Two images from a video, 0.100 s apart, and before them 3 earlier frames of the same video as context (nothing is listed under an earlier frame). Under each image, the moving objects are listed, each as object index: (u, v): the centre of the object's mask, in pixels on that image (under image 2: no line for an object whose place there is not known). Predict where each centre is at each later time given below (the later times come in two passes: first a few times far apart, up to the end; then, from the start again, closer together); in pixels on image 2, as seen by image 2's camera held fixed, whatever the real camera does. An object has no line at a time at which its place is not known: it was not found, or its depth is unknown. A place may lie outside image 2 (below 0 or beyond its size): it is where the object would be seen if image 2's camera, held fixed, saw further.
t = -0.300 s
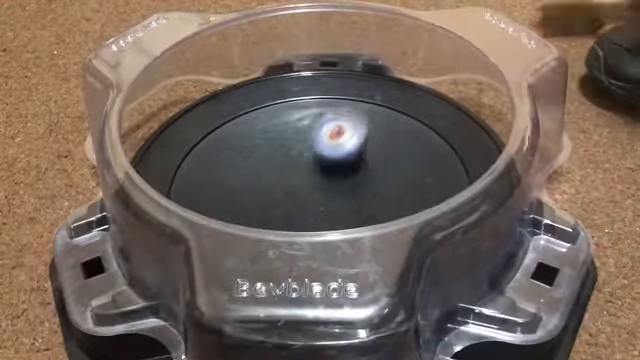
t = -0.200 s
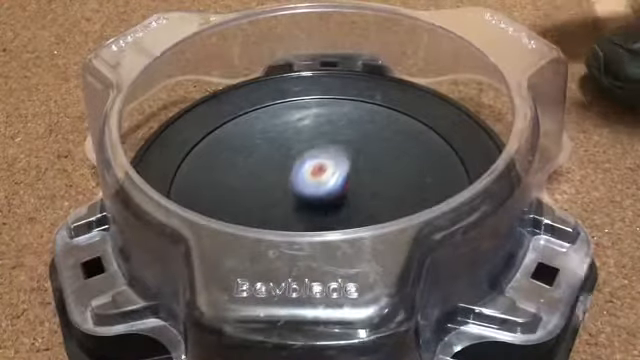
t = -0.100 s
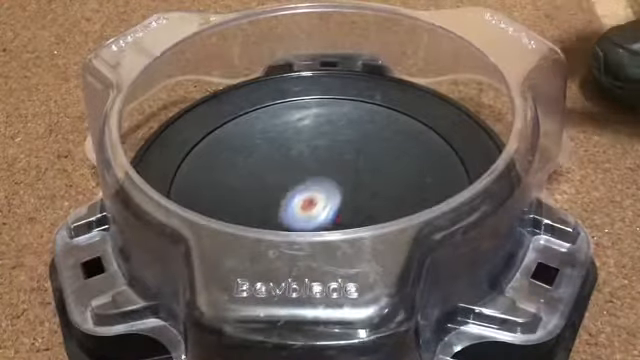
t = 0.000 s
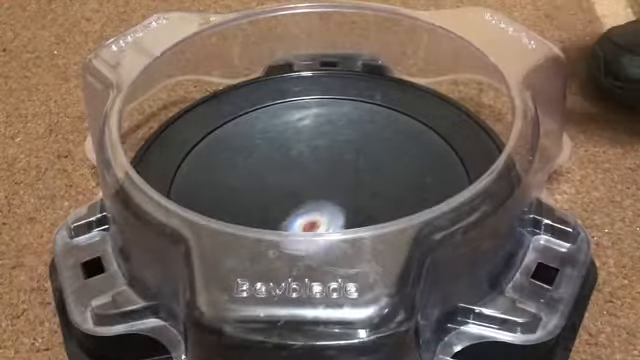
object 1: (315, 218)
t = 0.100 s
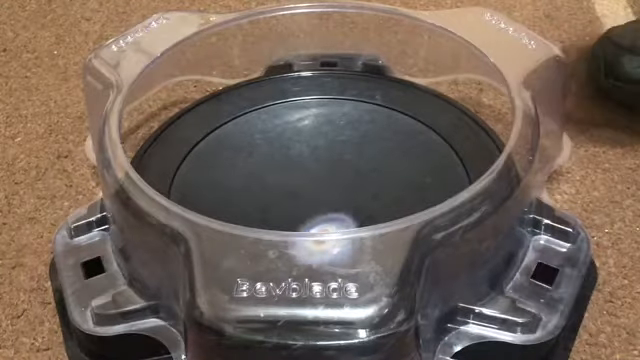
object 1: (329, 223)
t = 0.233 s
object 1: (343, 223)
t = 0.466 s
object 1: (331, 209)
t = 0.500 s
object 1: (326, 206)
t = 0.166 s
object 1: (338, 224)
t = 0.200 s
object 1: (340, 223)
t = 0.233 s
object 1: (343, 223)
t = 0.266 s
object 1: (344, 221)
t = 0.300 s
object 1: (346, 221)
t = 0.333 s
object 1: (344, 219)
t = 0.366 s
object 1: (342, 217)
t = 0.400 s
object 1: (340, 214)
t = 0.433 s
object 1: (336, 211)
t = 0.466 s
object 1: (331, 209)
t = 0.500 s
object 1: (326, 206)
